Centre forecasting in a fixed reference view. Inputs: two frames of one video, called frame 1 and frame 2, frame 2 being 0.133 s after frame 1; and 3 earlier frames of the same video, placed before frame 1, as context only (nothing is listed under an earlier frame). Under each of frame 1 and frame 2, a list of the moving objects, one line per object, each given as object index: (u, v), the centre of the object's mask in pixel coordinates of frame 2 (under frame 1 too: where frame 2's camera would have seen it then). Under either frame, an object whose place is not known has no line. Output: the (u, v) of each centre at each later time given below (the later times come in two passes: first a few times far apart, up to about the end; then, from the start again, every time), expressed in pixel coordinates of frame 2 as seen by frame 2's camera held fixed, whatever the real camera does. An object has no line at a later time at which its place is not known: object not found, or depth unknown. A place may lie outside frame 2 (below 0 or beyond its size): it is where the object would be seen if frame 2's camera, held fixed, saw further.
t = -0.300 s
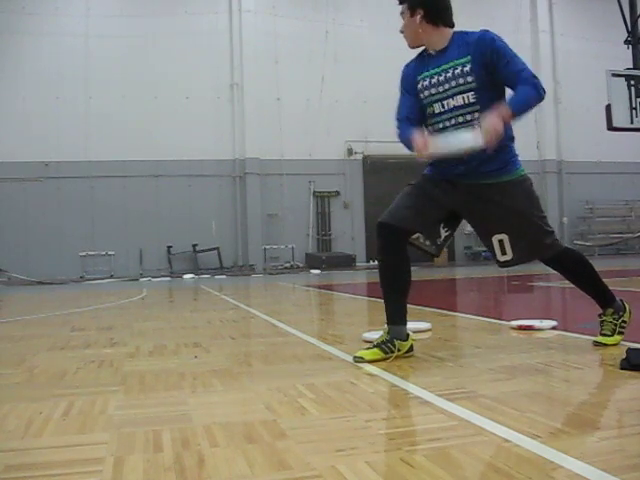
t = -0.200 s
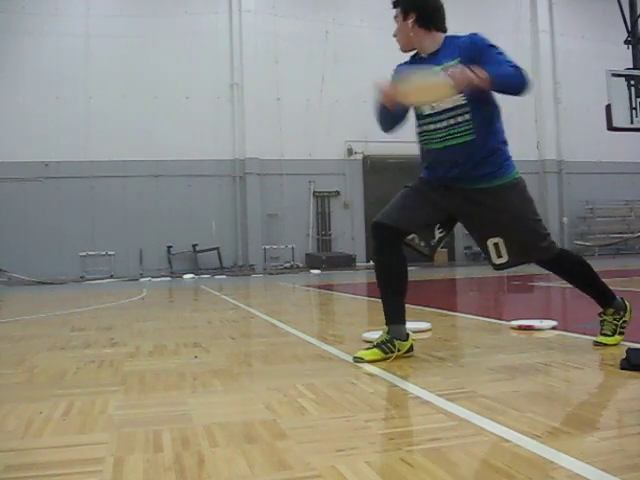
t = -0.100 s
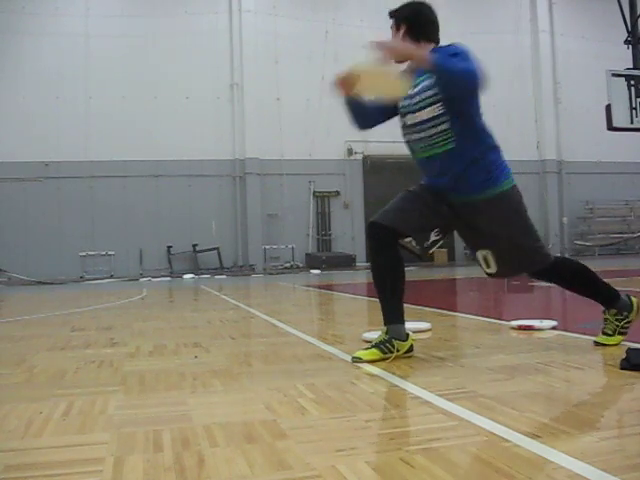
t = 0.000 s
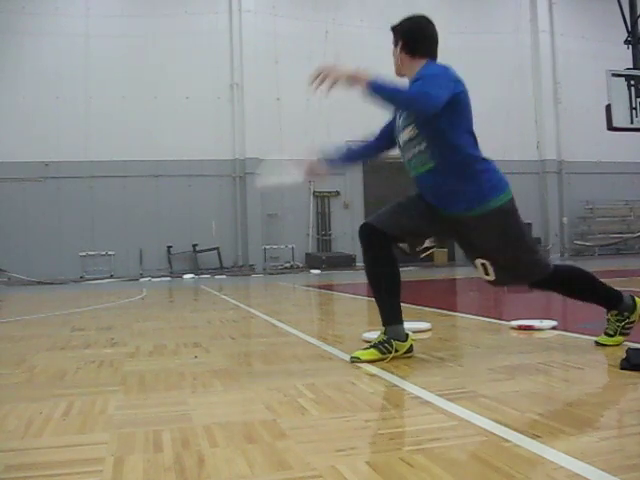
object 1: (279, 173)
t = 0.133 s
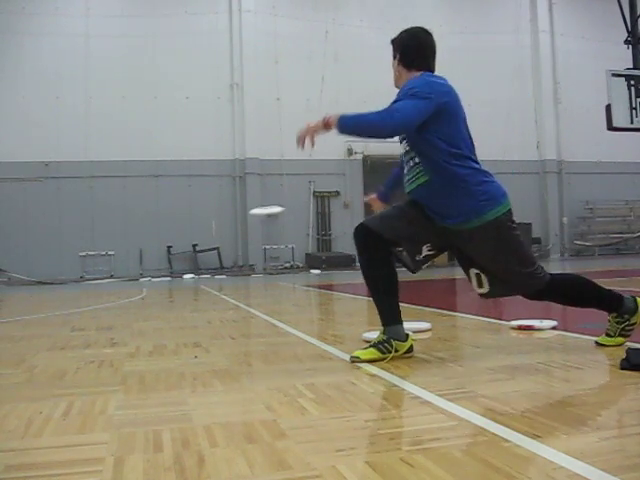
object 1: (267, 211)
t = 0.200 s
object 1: (261, 211)
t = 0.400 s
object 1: (252, 206)
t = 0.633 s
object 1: (246, 206)
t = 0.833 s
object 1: (244, 208)
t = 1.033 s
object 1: (240, 211)
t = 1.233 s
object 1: (231, 219)
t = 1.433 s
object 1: (222, 241)
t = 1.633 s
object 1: (215, 271)
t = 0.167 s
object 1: (264, 211)
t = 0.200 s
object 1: (261, 211)
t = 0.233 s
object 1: (259, 210)
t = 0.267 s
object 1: (257, 209)
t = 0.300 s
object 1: (255, 208)
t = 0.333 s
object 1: (254, 207)
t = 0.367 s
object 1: (253, 207)
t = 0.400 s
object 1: (252, 206)
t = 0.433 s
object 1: (251, 206)
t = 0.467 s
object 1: (250, 206)
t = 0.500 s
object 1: (249, 205)
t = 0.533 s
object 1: (248, 205)
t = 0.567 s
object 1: (247, 205)
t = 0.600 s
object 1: (247, 205)
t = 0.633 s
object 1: (246, 206)
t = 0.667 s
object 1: (246, 206)
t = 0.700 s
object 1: (245, 206)
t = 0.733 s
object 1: (245, 206)
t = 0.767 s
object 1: (244, 206)
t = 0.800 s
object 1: (244, 207)
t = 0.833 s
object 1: (244, 208)
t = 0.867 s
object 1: (243, 208)
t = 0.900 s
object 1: (243, 209)
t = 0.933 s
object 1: (243, 210)
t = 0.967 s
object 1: (243, 210)
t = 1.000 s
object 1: (242, 211)
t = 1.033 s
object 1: (240, 211)
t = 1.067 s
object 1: (239, 211)
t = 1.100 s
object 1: (237, 213)
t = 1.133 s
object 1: (235, 213)
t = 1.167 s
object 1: (234, 215)
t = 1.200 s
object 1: (232, 217)
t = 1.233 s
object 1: (231, 219)
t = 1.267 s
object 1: (230, 222)
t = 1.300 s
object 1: (228, 225)
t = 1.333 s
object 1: (227, 229)
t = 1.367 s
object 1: (225, 233)
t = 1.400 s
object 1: (223, 237)
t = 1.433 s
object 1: (222, 241)
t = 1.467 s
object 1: (221, 247)
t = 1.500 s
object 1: (220, 252)
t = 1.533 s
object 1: (219, 257)
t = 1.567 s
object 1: (217, 264)
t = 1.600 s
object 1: (216, 270)
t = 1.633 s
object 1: (215, 271)
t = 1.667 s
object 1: (214, 271)
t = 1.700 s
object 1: (215, 270)
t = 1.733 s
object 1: (215, 269)
